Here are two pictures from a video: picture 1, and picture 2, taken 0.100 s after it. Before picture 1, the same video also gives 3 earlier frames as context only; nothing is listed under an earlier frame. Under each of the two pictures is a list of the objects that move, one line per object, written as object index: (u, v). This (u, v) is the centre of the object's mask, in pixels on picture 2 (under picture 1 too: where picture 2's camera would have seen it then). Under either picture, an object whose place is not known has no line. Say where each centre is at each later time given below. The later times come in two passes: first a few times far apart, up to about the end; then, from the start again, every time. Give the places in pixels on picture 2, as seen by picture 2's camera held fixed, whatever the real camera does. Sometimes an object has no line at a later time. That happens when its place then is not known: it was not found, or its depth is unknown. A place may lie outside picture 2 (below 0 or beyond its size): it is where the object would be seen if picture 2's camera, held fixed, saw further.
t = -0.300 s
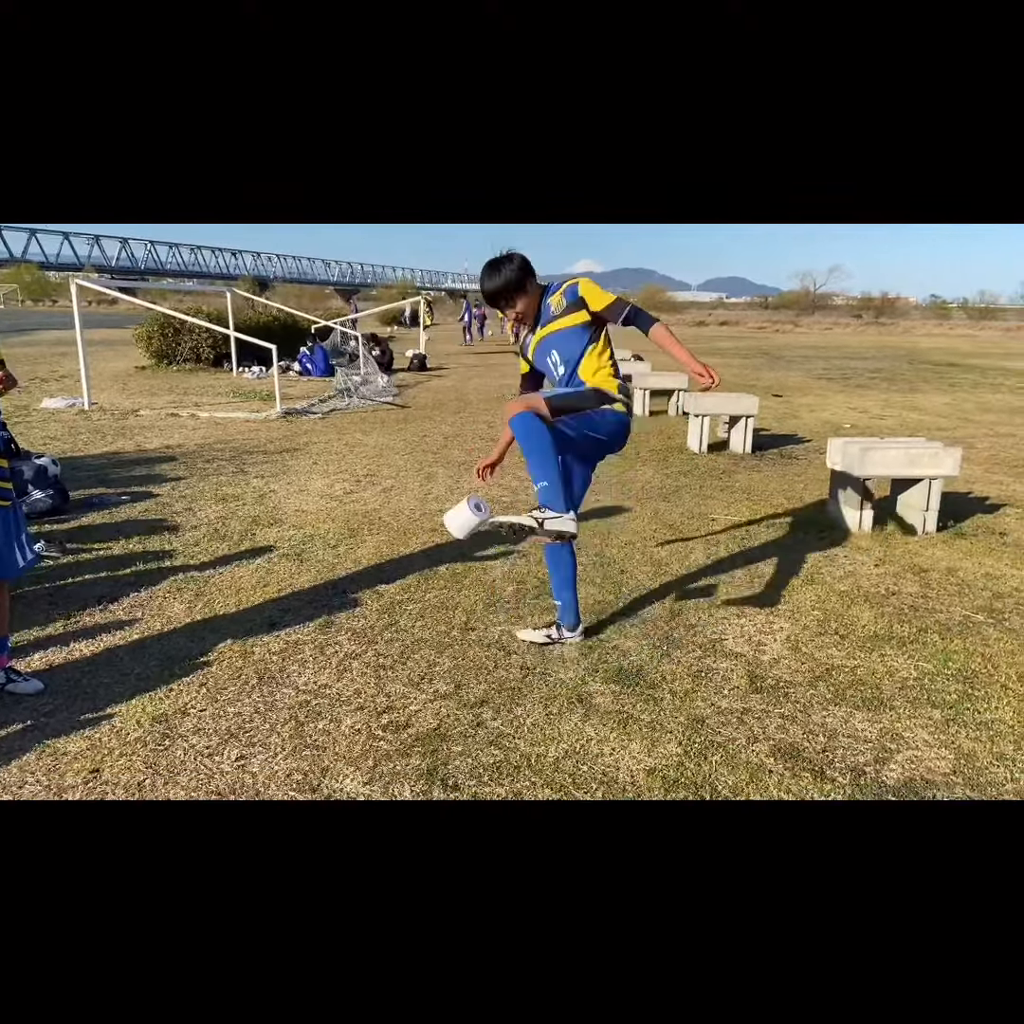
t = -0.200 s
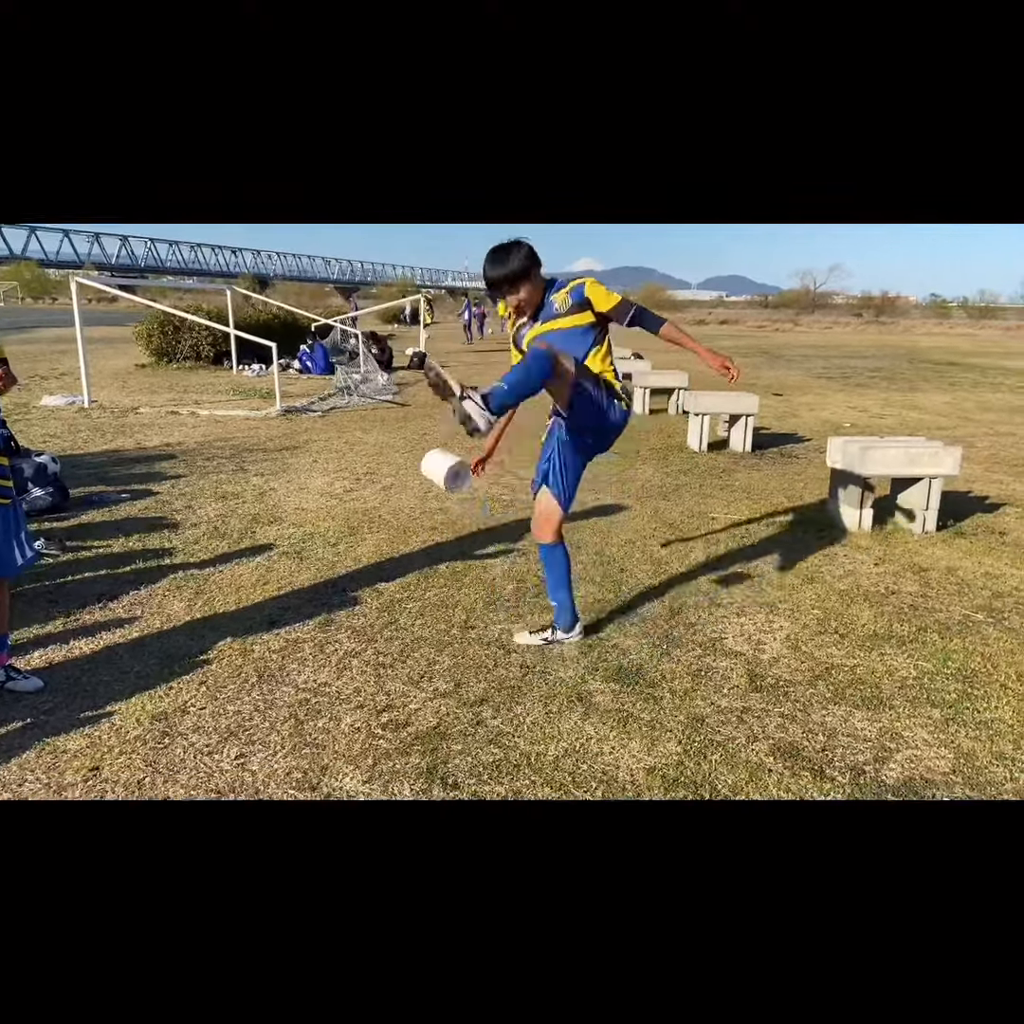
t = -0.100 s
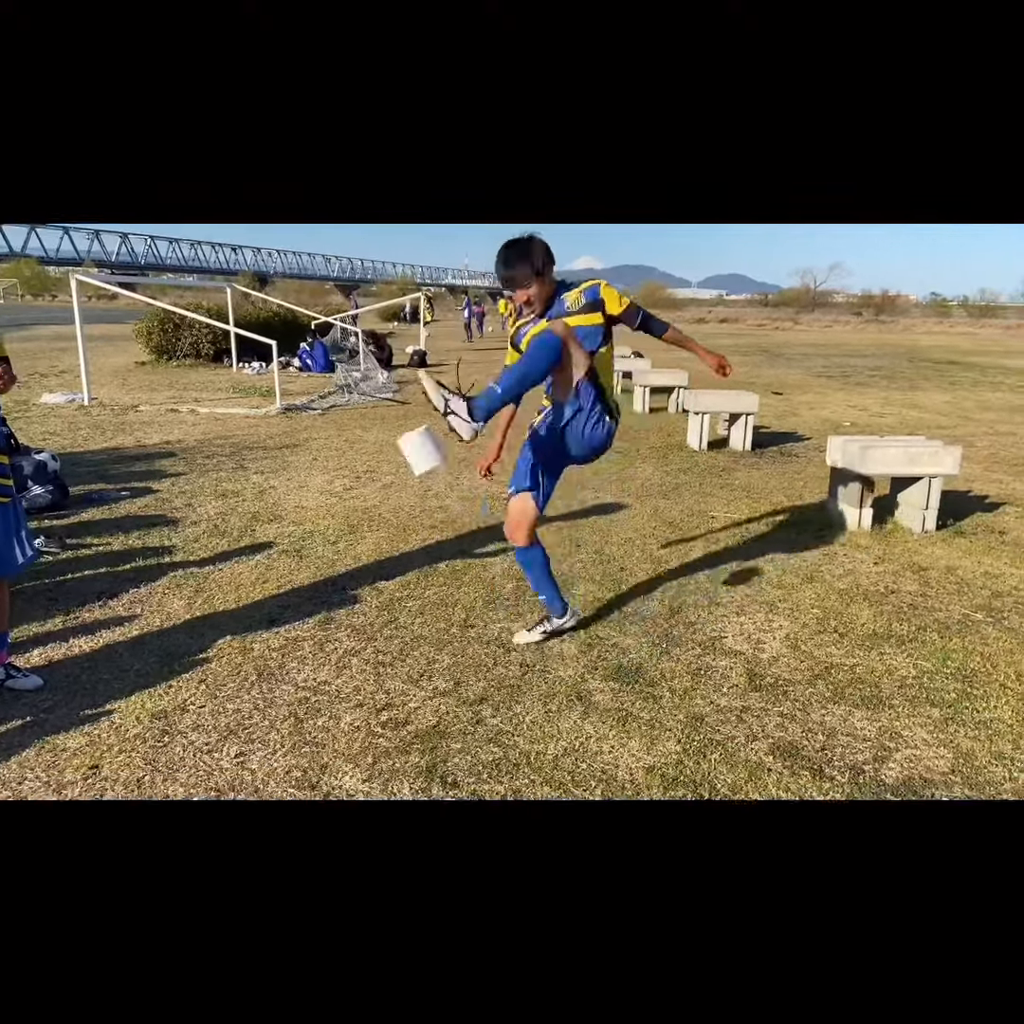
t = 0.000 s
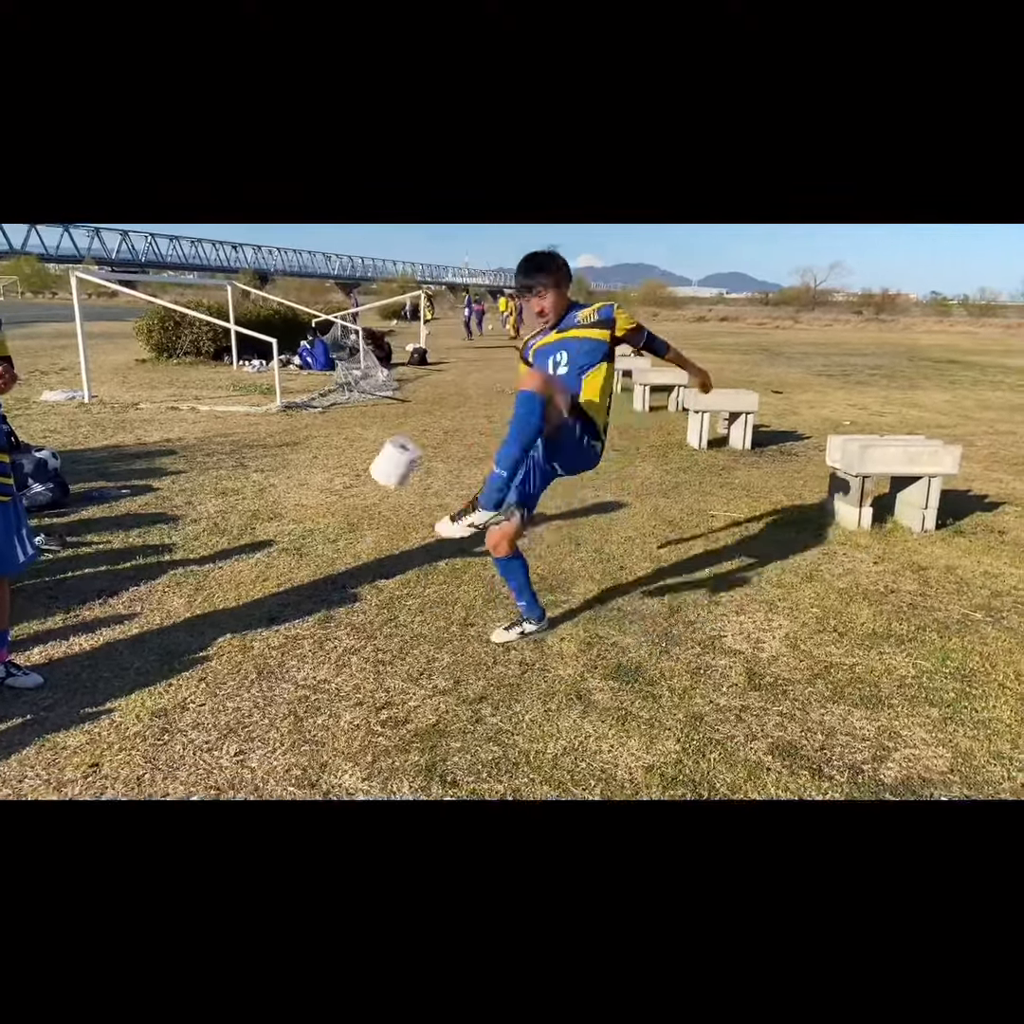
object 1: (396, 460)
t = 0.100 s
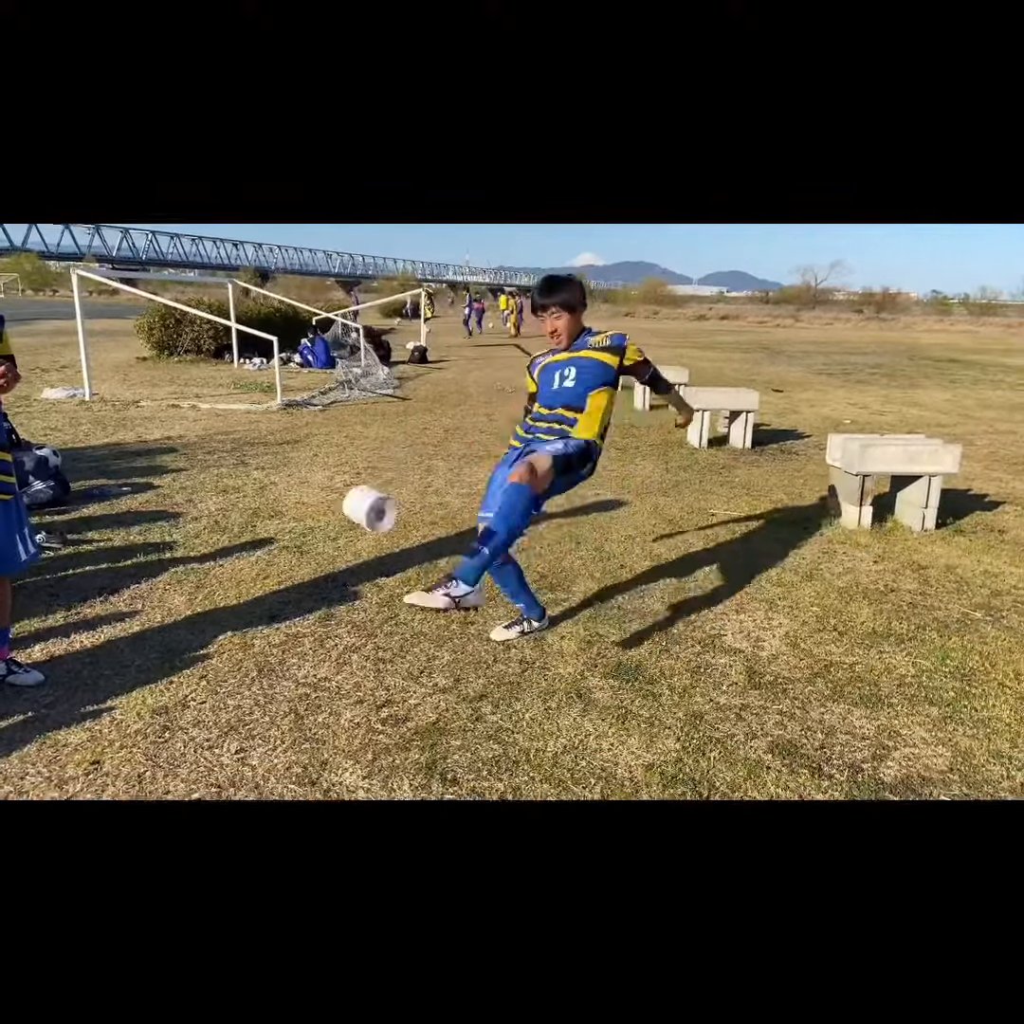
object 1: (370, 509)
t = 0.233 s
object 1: (332, 626)
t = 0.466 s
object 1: (266, 772)
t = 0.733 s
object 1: (183, 812)
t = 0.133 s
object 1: (362, 530)
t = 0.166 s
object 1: (352, 559)
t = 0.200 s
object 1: (342, 591)
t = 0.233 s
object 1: (332, 626)
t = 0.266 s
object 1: (324, 666)
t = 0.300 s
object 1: (315, 710)
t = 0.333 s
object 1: (306, 758)
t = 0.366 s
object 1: (298, 792)
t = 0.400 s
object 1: (287, 786)
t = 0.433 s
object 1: (277, 779)
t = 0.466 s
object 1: (266, 772)
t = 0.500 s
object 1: (256, 770)
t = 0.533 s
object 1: (245, 771)
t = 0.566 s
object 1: (235, 776)
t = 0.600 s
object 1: (223, 787)
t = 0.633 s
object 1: (215, 799)
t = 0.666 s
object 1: (207, 808)
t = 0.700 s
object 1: (195, 811)
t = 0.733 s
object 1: (183, 812)
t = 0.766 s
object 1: (173, 815)
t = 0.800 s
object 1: (165, 819)
